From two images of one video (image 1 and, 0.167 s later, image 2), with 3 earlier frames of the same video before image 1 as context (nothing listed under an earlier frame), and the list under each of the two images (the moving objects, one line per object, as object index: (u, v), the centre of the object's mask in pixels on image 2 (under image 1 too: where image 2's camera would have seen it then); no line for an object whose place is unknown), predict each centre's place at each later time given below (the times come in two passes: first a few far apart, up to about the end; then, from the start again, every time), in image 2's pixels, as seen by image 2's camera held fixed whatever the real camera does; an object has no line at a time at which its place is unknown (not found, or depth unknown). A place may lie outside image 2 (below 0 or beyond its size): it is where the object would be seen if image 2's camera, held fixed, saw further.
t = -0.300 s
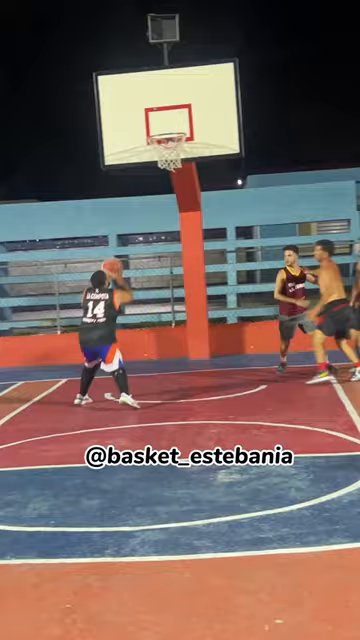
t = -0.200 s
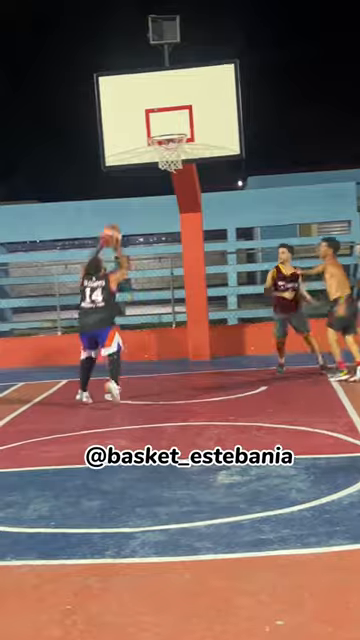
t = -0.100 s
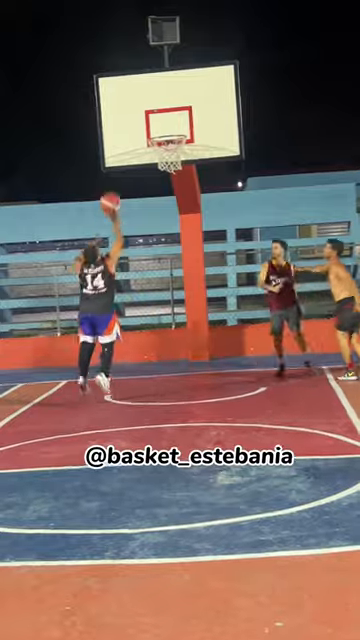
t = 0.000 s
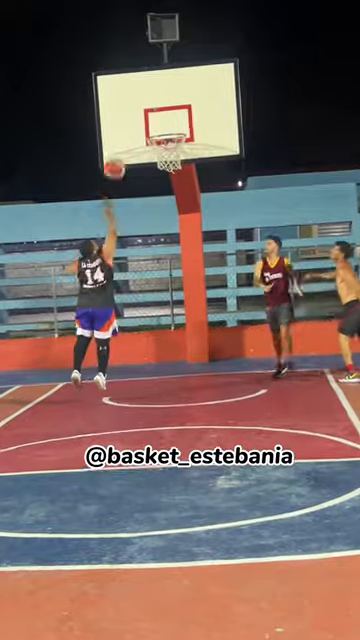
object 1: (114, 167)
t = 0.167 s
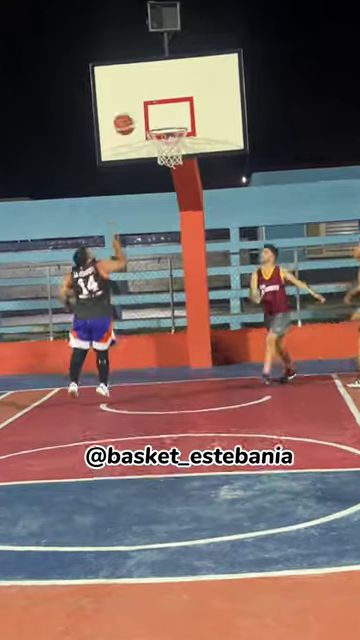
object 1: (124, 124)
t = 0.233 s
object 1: (129, 115)
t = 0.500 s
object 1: (150, 118)
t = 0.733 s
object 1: (167, 133)
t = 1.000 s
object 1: (171, 159)
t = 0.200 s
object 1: (126, 118)
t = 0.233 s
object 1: (129, 115)
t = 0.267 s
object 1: (131, 111)
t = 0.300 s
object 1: (133, 108)
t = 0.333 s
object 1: (135, 107)
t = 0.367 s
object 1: (138, 107)
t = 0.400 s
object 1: (141, 108)
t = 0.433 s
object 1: (144, 110)
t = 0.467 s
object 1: (147, 113)
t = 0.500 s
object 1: (150, 118)
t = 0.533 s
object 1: (152, 119)
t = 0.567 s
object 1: (154, 122)
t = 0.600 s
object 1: (158, 124)
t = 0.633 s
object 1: (160, 125)
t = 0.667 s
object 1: (162, 128)
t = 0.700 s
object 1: (164, 131)
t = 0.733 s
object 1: (167, 133)
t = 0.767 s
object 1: (168, 135)
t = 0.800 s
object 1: (176, 143)
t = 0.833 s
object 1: (179, 143)
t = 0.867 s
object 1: (179, 148)
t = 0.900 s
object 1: (179, 151)
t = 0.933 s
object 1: (178, 152)
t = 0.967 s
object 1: (175, 156)
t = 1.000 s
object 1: (171, 159)
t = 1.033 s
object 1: (170, 166)
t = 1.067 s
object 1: (168, 170)
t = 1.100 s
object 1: (165, 177)
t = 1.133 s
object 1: (162, 182)
